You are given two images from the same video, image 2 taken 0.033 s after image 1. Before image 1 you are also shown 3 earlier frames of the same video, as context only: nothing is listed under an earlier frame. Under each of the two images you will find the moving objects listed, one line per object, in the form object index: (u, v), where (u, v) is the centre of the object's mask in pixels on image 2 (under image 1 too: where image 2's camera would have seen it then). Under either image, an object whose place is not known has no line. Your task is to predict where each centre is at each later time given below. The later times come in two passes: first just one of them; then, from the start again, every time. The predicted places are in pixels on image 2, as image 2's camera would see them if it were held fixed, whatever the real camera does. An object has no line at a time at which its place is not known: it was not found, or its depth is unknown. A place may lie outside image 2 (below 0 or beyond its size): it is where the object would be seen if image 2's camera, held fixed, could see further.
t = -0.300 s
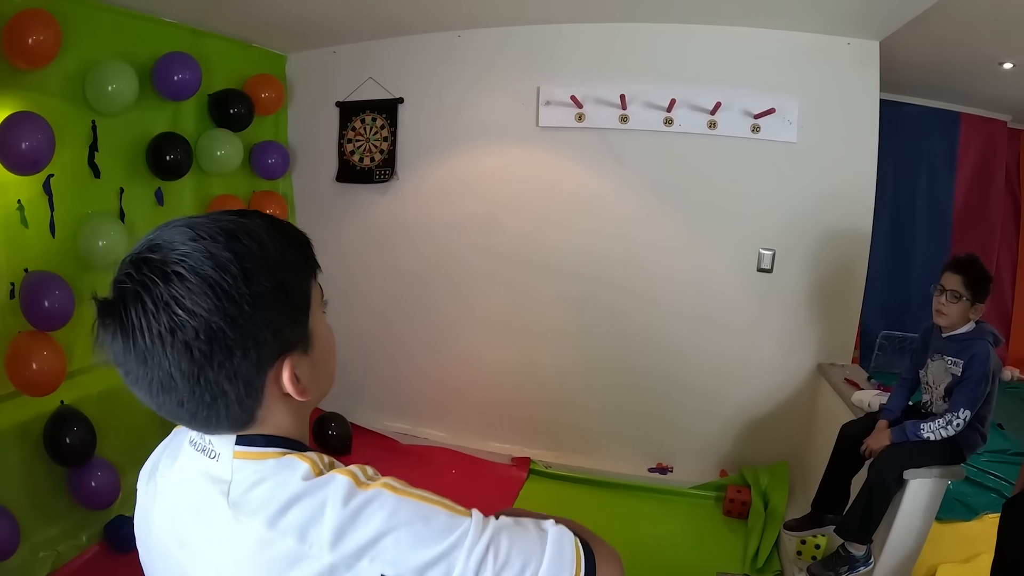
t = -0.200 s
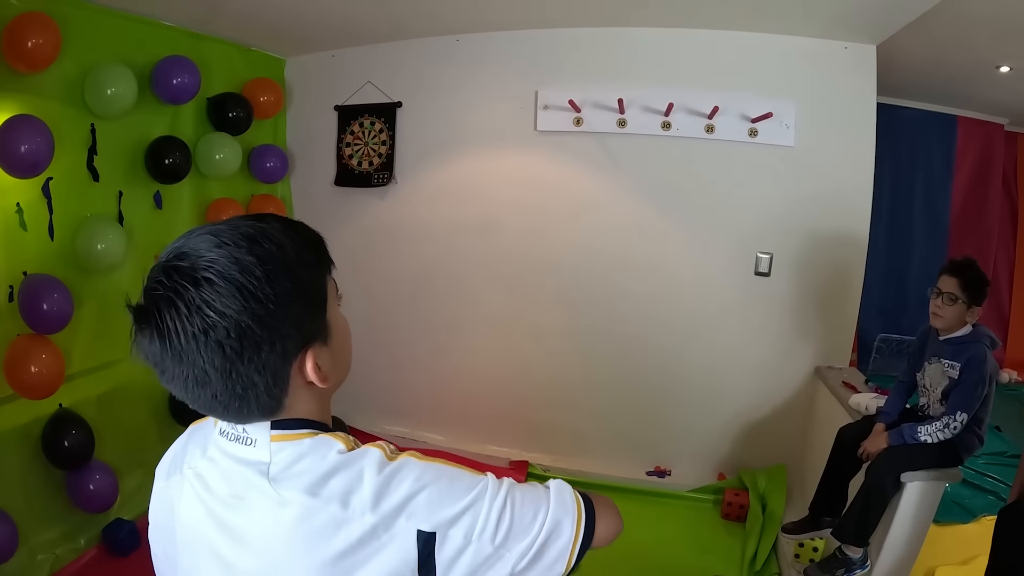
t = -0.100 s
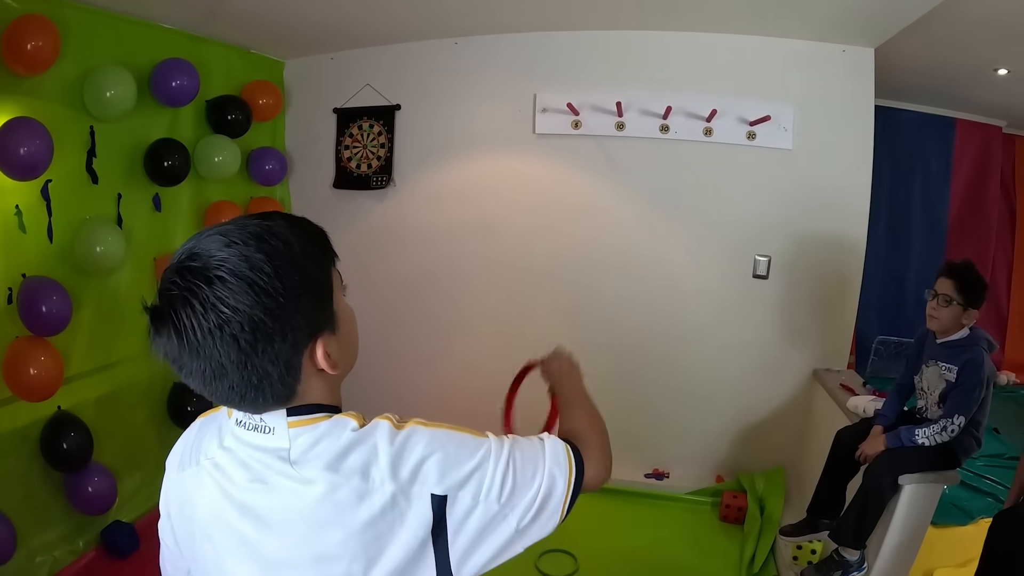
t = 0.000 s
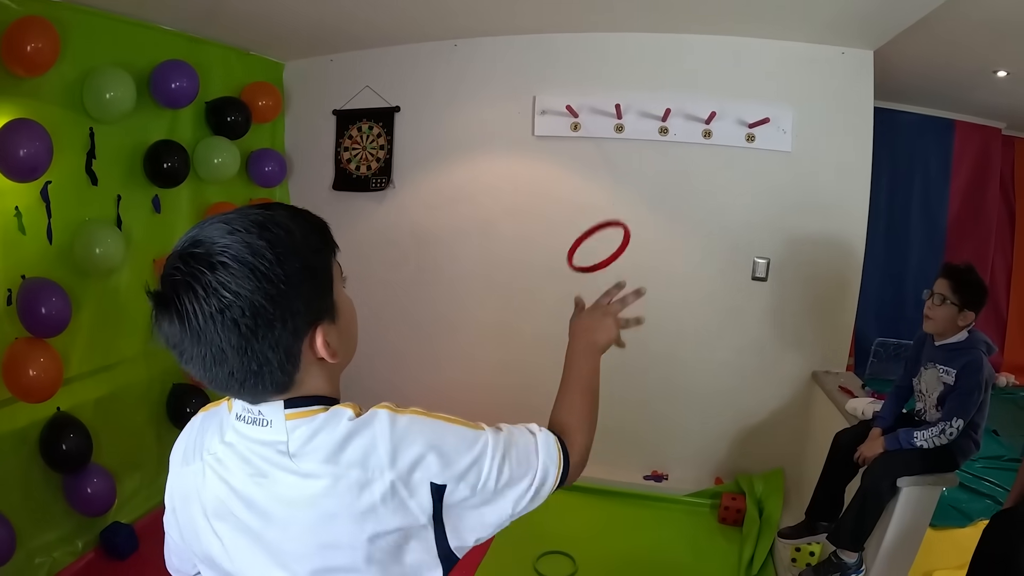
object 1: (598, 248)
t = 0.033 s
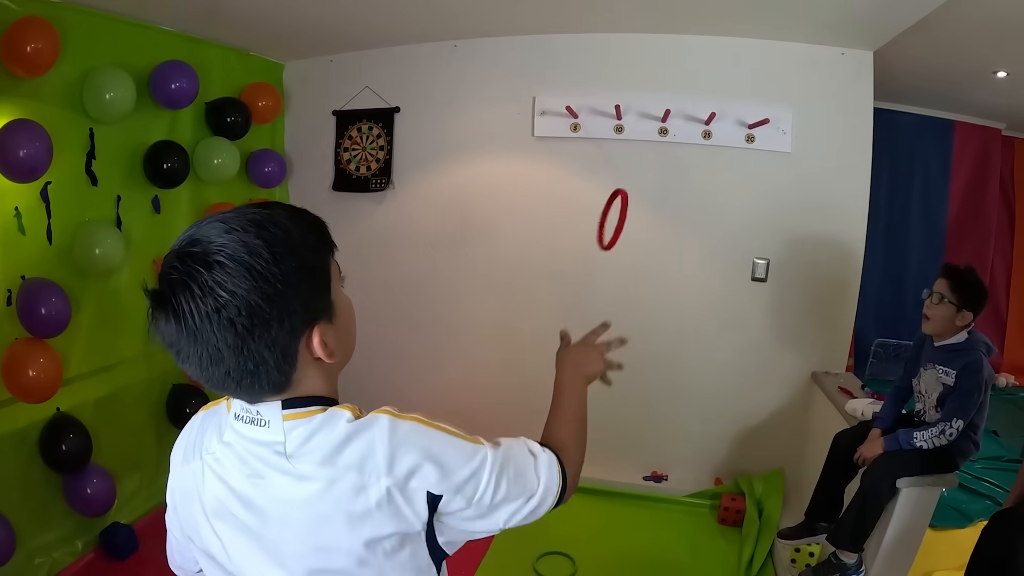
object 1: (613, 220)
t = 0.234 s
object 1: (658, 181)
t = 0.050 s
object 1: (618, 209)
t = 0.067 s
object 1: (623, 200)
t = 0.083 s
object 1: (628, 194)
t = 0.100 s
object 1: (634, 189)
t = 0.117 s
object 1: (638, 186)
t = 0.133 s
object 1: (641, 183)
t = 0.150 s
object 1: (645, 181)
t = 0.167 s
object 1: (647, 179)
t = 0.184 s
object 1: (650, 179)
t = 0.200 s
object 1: (653, 179)
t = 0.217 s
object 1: (656, 180)
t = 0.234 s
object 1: (658, 181)
